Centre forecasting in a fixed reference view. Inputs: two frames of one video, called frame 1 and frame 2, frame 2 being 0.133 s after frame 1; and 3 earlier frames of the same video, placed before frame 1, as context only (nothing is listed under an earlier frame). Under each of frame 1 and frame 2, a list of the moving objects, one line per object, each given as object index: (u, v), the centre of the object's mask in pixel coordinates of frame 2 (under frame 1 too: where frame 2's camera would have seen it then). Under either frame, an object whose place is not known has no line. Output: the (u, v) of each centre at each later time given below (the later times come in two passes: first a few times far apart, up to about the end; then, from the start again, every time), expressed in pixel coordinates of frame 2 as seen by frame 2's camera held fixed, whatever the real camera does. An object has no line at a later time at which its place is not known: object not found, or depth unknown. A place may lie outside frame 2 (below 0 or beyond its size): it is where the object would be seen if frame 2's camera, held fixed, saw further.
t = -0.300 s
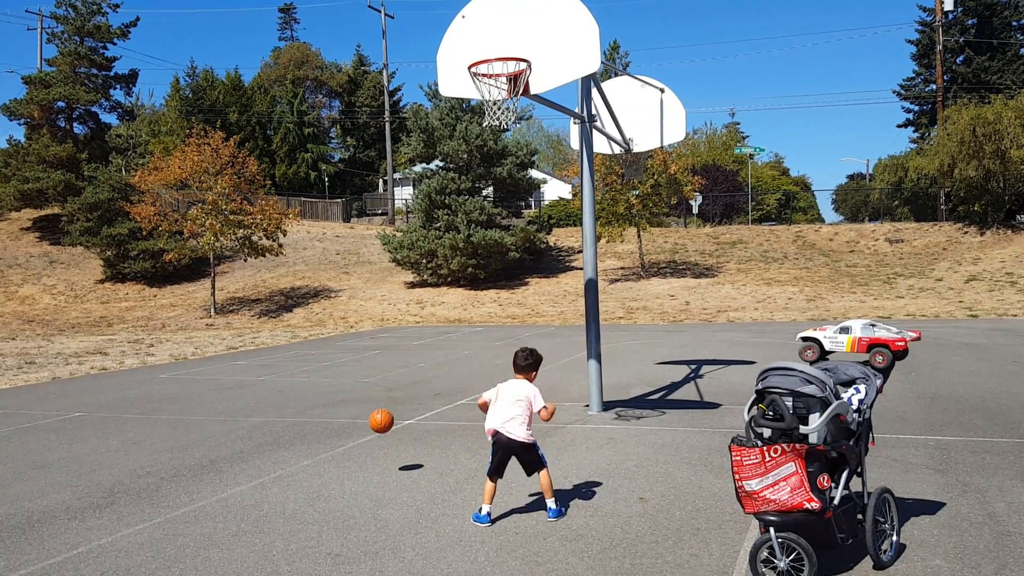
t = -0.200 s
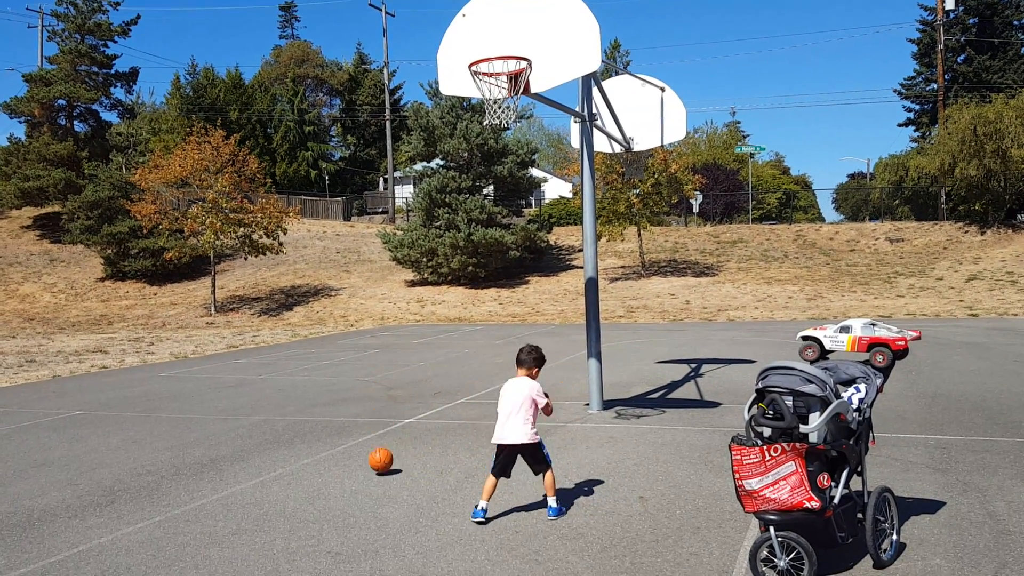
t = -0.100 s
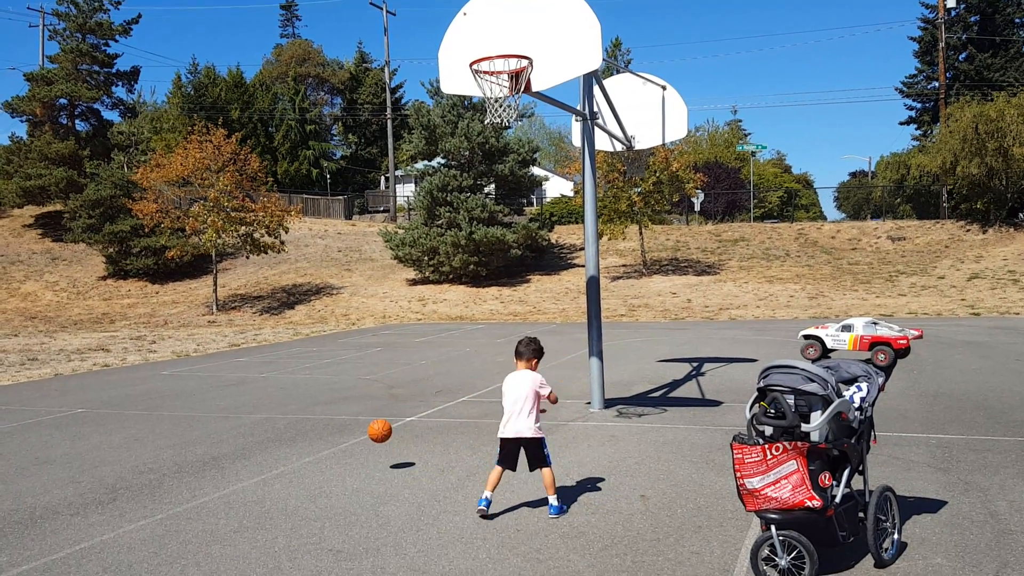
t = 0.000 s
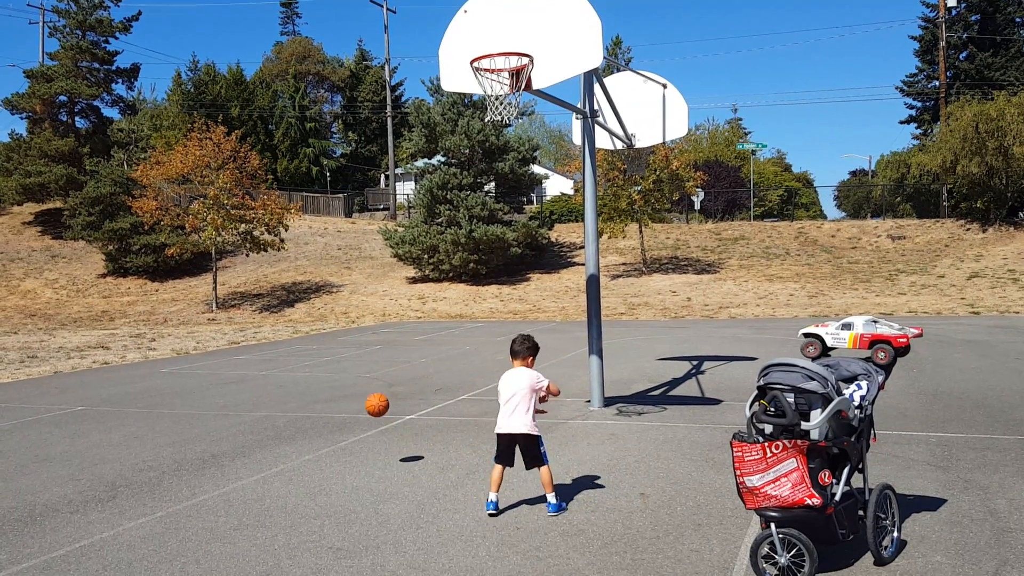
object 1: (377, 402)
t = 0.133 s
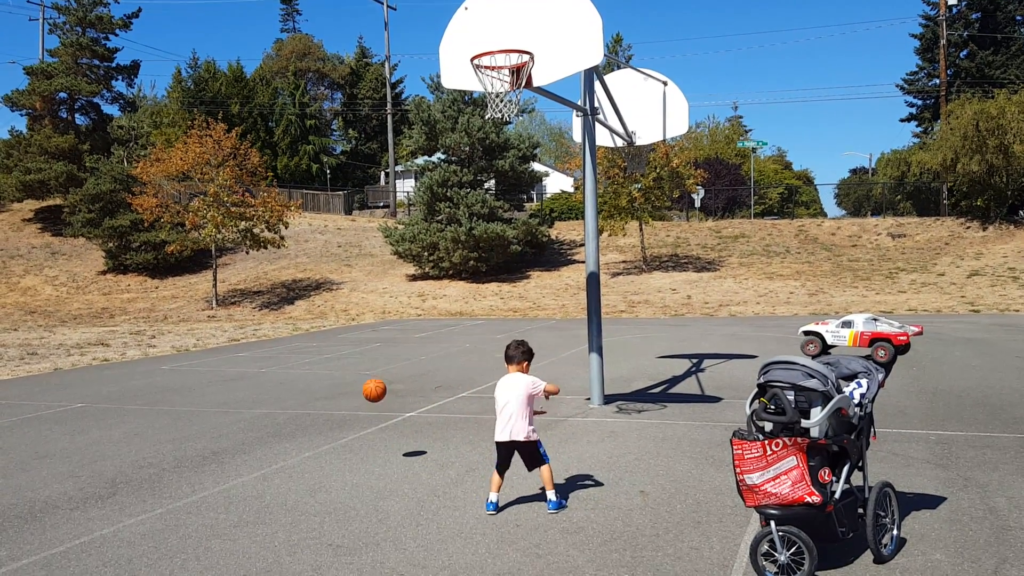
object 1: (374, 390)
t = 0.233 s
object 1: (373, 396)
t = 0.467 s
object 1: (371, 449)
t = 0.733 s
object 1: (371, 403)
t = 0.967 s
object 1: (373, 435)
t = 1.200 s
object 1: (376, 414)
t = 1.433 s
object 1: (381, 429)
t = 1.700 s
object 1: (387, 418)
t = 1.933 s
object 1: (393, 444)
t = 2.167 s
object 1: (397, 423)
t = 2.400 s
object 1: (403, 430)
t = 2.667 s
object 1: (408, 440)
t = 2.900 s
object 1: (411, 436)
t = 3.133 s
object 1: (413, 435)
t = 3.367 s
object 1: (414, 437)
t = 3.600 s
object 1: (415, 442)
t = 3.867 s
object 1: (413, 444)
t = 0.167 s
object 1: (374, 391)
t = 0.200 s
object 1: (373, 392)
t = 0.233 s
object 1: (373, 396)
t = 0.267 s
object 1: (372, 401)
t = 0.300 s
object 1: (372, 407)
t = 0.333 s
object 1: (372, 414)
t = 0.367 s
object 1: (372, 423)
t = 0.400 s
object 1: (371, 434)
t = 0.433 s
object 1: (371, 446)
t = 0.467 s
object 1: (371, 449)
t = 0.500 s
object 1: (371, 438)
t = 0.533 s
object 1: (371, 429)
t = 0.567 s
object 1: (371, 422)
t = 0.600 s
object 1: (371, 415)
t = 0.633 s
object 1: (371, 410)
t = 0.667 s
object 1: (371, 406)
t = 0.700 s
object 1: (371, 404)
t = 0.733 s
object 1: (371, 403)
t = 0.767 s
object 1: (371, 403)
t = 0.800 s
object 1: (371, 405)
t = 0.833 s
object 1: (371, 408)
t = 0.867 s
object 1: (372, 413)
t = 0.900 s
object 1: (372, 419)
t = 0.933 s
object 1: (372, 426)
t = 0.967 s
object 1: (373, 435)
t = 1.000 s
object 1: (373, 445)
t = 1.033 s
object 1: (374, 444)
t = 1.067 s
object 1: (374, 435)
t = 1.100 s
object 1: (374, 428)
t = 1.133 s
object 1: (375, 422)
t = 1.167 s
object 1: (375, 418)
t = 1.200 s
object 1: (376, 414)
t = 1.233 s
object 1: (377, 413)
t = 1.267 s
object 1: (377, 412)
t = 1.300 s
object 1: (378, 413)
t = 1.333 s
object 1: (379, 414)
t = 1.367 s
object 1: (379, 418)
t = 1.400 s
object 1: (380, 423)
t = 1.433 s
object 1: (381, 429)
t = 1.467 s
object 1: (382, 437)
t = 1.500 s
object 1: (383, 446)
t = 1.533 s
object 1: (383, 440)
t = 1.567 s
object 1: (384, 433)
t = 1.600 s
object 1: (384, 427)
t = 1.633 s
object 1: (385, 423)
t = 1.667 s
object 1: (386, 420)
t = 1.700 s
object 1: (387, 418)
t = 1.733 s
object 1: (387, 418)
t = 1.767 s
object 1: (388, 419)
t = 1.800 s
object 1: (389, 421)
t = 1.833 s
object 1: (390, 425)
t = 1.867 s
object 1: (391, 430)
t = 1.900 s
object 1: (392, 437)
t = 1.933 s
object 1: (393, 444)
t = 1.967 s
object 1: (394, 437)
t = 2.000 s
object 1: (394, 432)
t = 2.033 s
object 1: (395, 428)
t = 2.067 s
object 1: (395, 425)
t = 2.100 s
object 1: (396, 423)
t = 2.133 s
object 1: (397, 422)
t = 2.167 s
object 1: (397, 423)
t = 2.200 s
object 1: (398, 426)
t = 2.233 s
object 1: (399, 429)
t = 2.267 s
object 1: (400, 434)
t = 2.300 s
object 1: (401, 441)
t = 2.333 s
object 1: (402, 439)
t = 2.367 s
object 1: (402, 434)
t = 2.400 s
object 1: (403, 430)
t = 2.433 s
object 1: (403, 427)
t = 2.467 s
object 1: (404, 426)
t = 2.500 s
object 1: (405, 426)
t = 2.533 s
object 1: (405, 427)
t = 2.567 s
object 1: (406, 430)
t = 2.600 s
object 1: (407, 434)
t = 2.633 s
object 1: (408, 440)
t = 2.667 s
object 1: (408, 440)
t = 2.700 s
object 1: (409, 436)
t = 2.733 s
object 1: (409, 432)
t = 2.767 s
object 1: (409, 431)
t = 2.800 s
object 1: (410, 430)
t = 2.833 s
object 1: (410, 431)
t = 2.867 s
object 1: (410, 433)
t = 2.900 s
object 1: (411, 436)
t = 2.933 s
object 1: (412, 441)
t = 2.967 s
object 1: (412, 441)
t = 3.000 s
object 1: (412, 437)
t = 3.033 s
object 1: (412, 434)
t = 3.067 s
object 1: (412, 433)
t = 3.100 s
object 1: (412, 433)
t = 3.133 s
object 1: (413, 435)
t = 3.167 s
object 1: (413, 438)
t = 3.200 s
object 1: (414, 443)
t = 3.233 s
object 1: (414, 440)
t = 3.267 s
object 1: (414, 438)
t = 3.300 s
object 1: (414, 436)
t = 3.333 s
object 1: (414, 436)
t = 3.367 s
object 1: (414, 437)
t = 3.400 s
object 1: (414, 440)
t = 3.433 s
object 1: (415, 444)
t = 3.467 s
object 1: (414, 441)
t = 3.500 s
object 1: (415, 439)
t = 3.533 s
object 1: (415, 439)
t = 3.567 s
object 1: (415, 440)
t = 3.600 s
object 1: (415, 442)
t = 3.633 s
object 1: (415, 445)
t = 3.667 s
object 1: (414, 443)
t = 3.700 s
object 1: (414, 441)
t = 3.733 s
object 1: (414, 441)
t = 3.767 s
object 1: (414, 442)
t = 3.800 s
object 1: (414, 445)
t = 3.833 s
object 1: (414, 445)
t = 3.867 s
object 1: (413, 444)
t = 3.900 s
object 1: (413, 443)
